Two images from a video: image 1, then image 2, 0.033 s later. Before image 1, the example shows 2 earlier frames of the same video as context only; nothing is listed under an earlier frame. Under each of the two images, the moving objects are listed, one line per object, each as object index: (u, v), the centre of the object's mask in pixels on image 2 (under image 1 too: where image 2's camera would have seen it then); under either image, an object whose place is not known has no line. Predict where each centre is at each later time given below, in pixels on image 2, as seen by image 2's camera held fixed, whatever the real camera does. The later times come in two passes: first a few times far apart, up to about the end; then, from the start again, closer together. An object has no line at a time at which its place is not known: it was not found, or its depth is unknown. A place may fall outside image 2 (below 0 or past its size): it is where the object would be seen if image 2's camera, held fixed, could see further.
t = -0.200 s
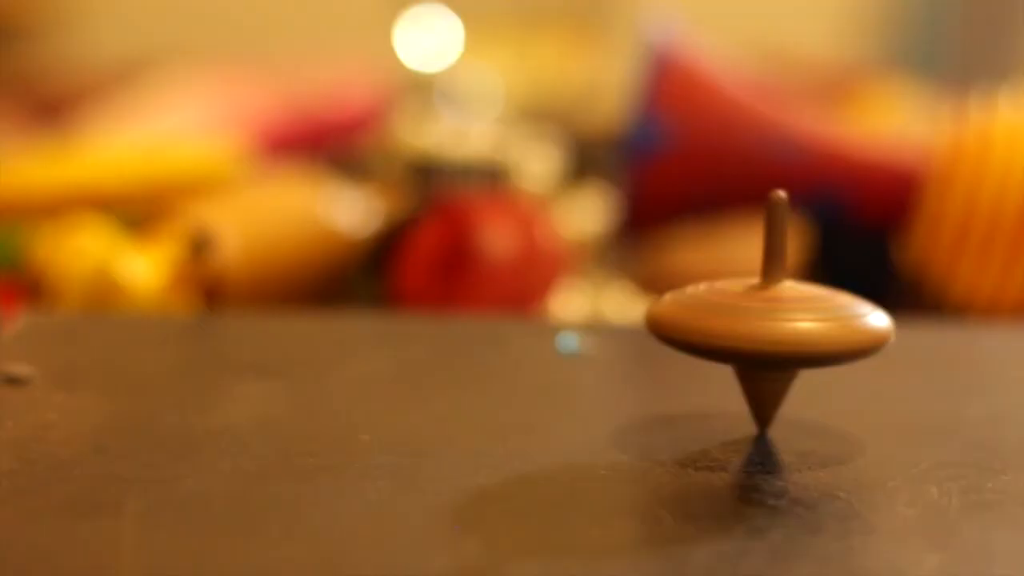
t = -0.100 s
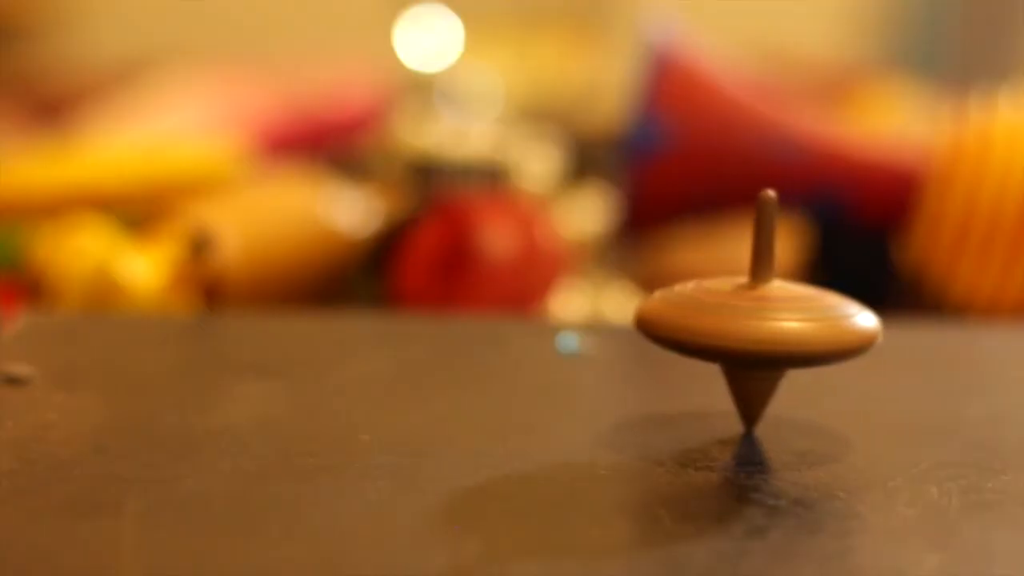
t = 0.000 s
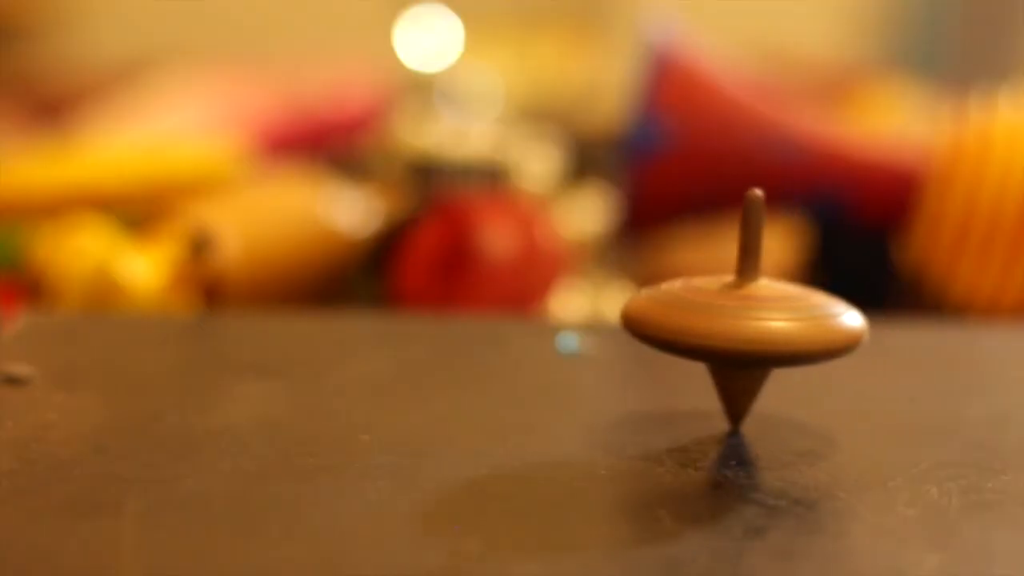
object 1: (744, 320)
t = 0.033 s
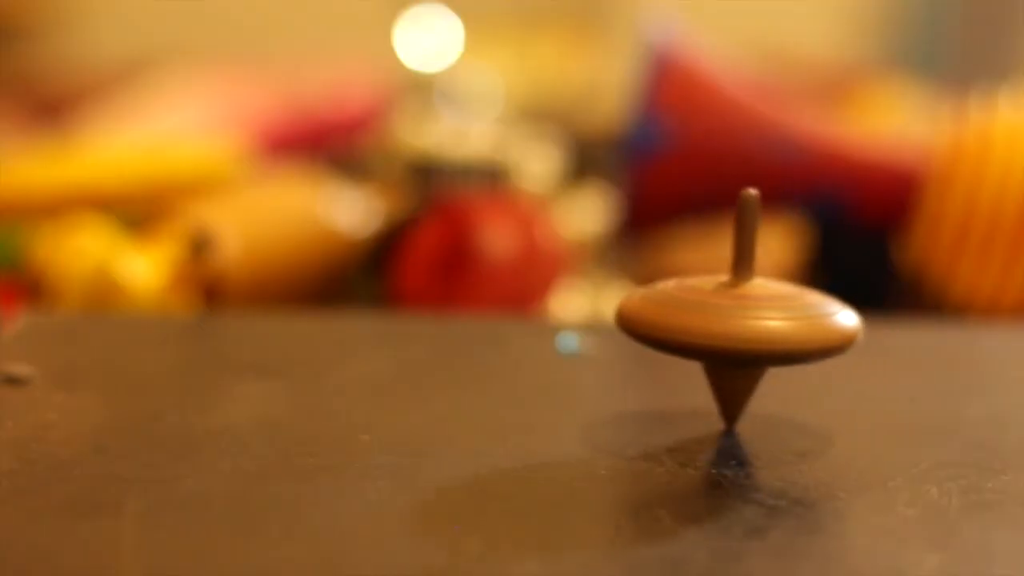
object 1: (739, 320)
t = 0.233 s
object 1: (718, 313)
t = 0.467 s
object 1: (689, 305)
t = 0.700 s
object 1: (692, 297)
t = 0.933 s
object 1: (707, 292)
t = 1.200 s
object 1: (729, 287)
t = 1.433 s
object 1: (744, 283)
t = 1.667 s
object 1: (752, 281)
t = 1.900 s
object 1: (752, 282)
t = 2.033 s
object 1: (748, 284)
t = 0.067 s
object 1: (735, 319)
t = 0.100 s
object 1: (731, 318)
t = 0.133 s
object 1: (726, 317)
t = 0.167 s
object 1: (723, 316)
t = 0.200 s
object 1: (721, 314)
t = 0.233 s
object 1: (718, 313)
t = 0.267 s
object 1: (715, 312)
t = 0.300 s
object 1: (712, 311)
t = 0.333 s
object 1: (707, 309)
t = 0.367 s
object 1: (701, 308)
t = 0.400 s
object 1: (697, 307)
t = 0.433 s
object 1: (691, 306)
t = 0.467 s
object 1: (689, 305)
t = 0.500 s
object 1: (687, 304)
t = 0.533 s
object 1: (685, 303)
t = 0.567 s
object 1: (685, 301)
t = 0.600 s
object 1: (687, 300)
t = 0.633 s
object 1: (690, 299)
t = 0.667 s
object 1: (690, 298)
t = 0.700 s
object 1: (692, 297)
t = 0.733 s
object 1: (692, 297)
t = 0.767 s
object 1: (691, 295)
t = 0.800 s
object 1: (694, 293)
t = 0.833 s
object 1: (699, 293)
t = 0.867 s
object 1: (702, 293)
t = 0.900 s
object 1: (704, 292)
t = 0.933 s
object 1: (707, 292)
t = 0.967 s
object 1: (710, 291)
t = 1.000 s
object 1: (711, 291)
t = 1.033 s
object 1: (713, 290)
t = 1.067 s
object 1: (716, 290)
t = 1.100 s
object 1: (718, 289)
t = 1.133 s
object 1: (722, 288)
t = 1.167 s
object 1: (725, 288)
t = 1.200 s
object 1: (729, 287)
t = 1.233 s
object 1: (731, 287)
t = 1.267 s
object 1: (732, 286)
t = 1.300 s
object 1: (733, 285)
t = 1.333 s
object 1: (735, 285)
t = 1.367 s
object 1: (738, 284)
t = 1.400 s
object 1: (741, 284)
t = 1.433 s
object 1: (744, 283)
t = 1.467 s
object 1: (746, 284)
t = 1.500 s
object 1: (745, 283)
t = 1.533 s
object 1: (745, 283)
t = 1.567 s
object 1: (746, 282)
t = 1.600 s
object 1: (749, 281)
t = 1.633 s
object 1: (750, 281)
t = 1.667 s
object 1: (752, 281)
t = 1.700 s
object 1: (754, 281)
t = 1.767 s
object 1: (754, 282)
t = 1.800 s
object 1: (752, 282)
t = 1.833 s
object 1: (751, 283)
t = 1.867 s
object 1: (752, 281)
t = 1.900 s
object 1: (752, 282)
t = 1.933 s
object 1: (753, 284)
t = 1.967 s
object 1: (752, 284)
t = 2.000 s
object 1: (749, 284)
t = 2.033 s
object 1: (748, 284)
